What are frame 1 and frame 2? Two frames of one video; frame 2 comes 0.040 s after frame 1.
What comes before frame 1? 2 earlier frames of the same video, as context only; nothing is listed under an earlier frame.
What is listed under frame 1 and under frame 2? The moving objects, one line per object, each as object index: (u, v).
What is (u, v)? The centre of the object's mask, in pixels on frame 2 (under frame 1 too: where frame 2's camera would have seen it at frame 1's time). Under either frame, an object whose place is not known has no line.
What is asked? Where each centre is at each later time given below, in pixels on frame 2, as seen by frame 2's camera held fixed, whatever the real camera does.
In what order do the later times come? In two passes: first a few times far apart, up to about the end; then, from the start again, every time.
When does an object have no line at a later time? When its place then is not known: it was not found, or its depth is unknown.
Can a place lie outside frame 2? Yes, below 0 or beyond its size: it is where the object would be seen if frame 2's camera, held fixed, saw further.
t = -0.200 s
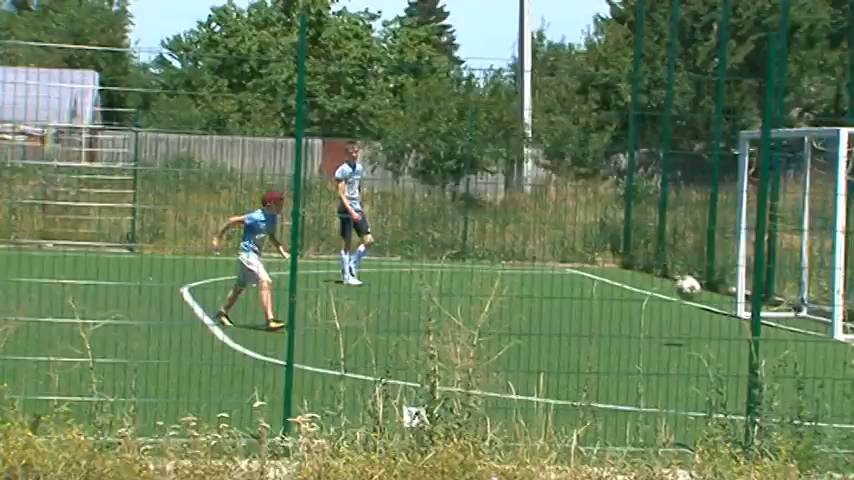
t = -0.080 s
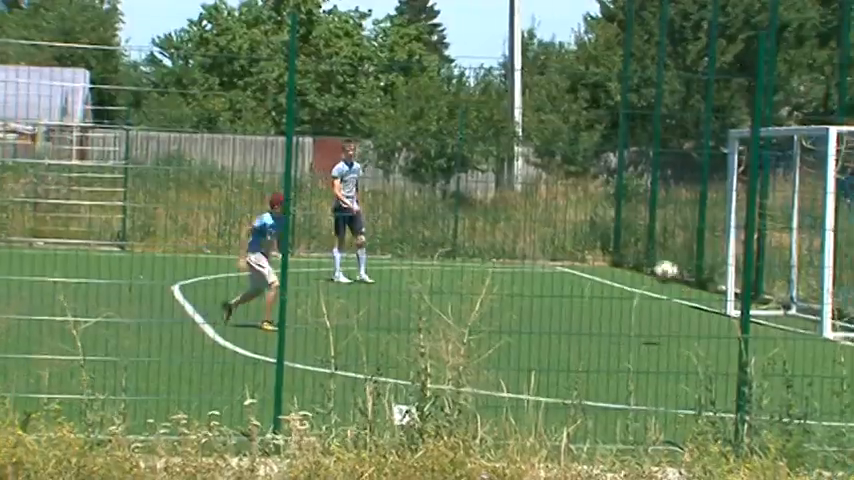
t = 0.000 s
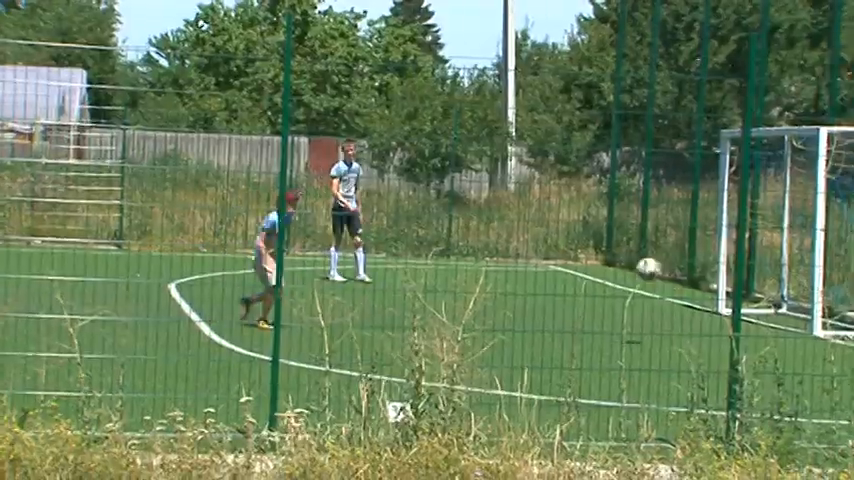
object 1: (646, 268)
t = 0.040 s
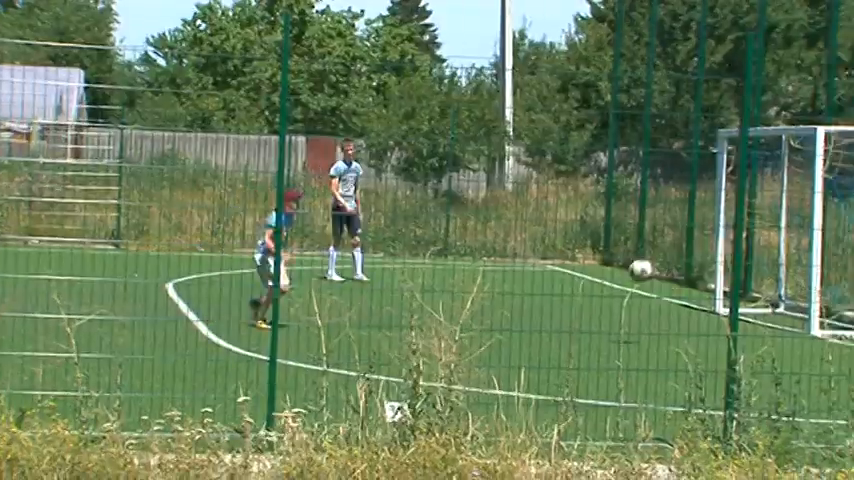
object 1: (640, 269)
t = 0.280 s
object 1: (612, 316)
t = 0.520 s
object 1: (587, 301)
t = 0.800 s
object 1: (556, 314)
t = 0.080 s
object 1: (637, 273)
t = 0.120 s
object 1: (632, 278)
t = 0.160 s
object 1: (626, 285)
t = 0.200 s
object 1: (622, 294)
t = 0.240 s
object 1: (616, 304)
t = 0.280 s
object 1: (612, 316)
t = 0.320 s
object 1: (607, 331)
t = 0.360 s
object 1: (601, 331)
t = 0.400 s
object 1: (598, 321)
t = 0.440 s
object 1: (594, 312)
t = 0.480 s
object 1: (591, 306)
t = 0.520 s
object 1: (587, 301)
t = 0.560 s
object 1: (582, 298)
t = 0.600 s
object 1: (578, 296)
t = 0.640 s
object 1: (574, 296)
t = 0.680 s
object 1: (570, 298)
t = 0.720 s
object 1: (565, 301)
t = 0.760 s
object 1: (561, 307)
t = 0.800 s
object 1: (556, 314)
